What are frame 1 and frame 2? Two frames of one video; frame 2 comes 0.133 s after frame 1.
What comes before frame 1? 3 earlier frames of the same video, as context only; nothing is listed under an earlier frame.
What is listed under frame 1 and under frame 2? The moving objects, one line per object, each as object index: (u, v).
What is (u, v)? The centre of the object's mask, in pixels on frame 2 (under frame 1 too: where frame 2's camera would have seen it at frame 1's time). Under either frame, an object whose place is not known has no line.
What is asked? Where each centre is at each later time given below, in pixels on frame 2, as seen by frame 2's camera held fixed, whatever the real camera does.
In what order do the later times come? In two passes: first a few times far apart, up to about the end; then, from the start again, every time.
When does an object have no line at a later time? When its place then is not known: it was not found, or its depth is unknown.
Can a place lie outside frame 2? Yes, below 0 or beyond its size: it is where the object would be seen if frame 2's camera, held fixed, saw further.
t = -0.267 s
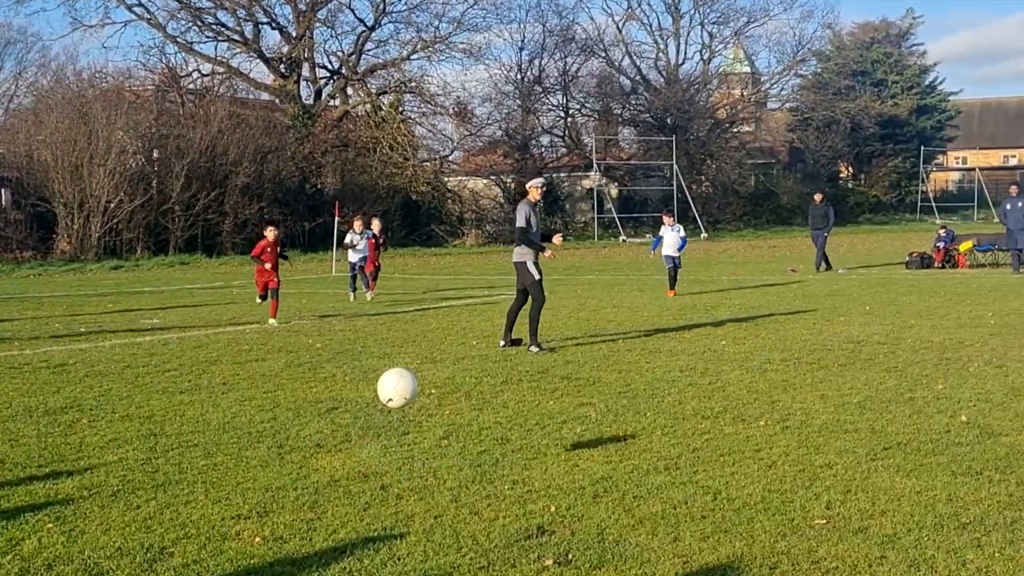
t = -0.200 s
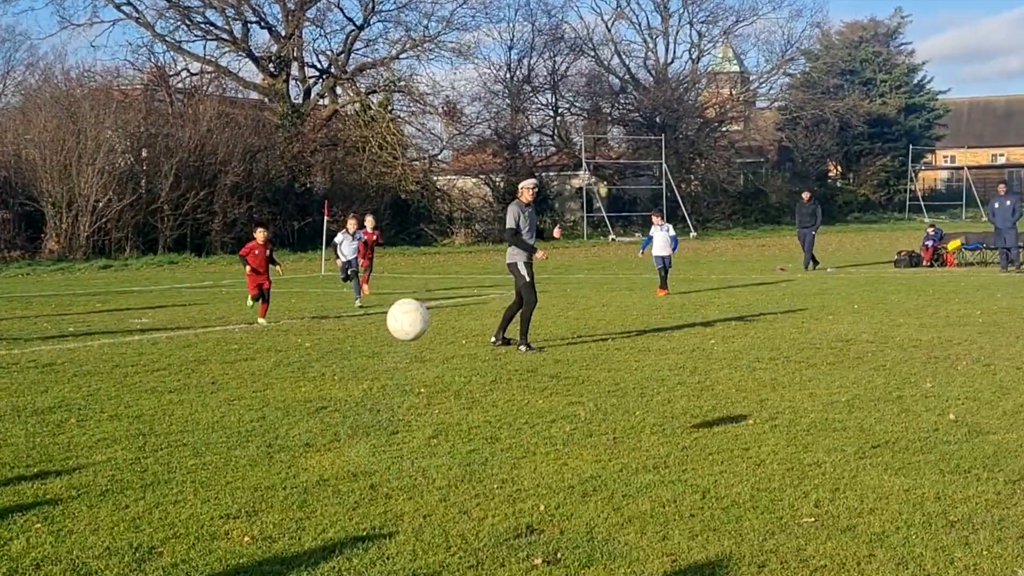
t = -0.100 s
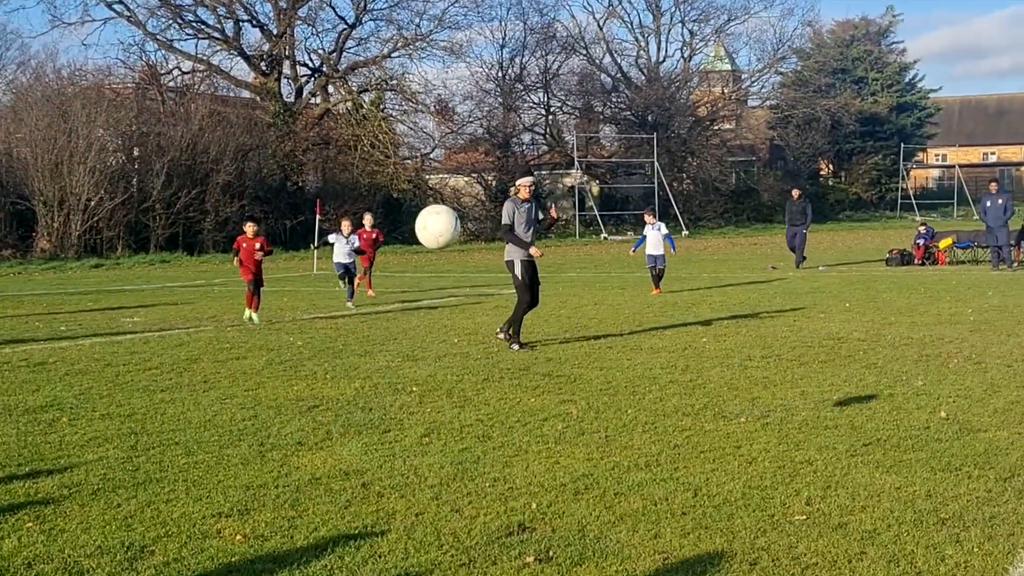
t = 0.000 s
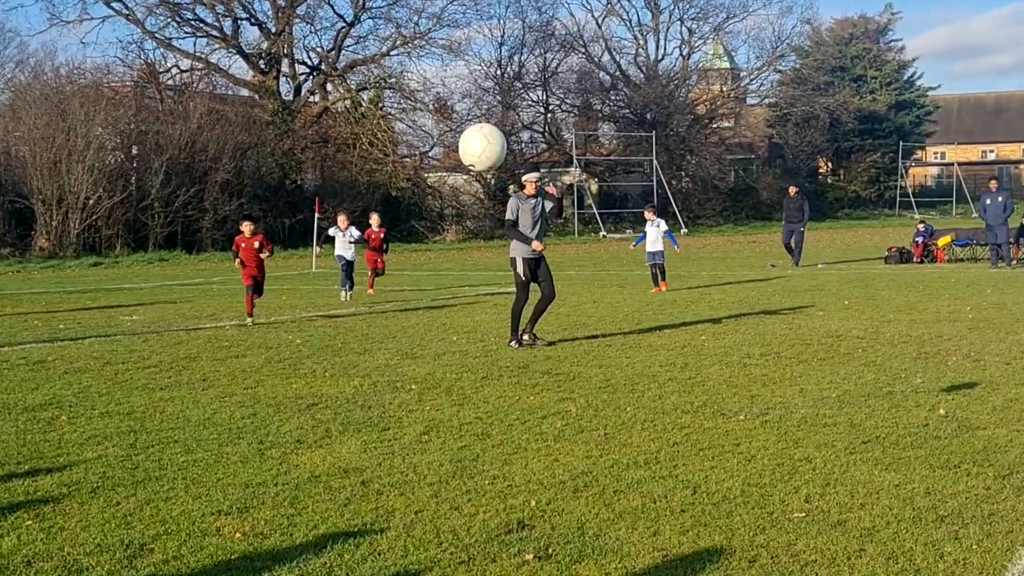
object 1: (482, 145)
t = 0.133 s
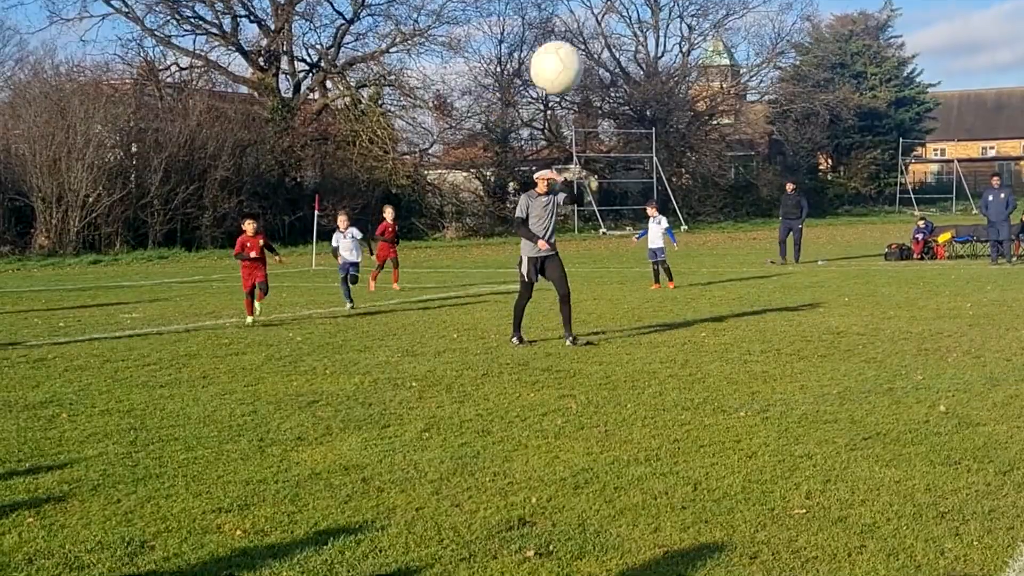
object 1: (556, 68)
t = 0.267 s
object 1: (650, 32)
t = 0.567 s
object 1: (957, 175)
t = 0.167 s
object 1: (577, 54)
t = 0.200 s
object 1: (600, 43)
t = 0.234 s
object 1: (625, 36)
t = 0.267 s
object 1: (650, 32)
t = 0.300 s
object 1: (676, 31)
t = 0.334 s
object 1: (705, 34)
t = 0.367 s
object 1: (734, 38)
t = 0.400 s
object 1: (766, 48)
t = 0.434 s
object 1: (800, 63)
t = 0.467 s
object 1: (836, 83)
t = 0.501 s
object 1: (874, 109)
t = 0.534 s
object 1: (914, 138)
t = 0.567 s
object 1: (957, 175)
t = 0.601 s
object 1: (1004, 219)
